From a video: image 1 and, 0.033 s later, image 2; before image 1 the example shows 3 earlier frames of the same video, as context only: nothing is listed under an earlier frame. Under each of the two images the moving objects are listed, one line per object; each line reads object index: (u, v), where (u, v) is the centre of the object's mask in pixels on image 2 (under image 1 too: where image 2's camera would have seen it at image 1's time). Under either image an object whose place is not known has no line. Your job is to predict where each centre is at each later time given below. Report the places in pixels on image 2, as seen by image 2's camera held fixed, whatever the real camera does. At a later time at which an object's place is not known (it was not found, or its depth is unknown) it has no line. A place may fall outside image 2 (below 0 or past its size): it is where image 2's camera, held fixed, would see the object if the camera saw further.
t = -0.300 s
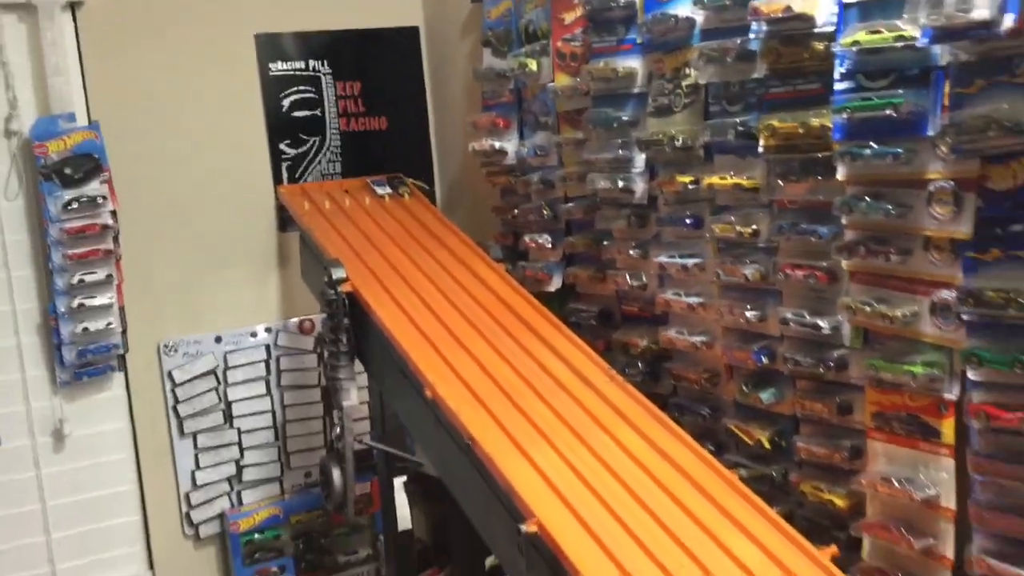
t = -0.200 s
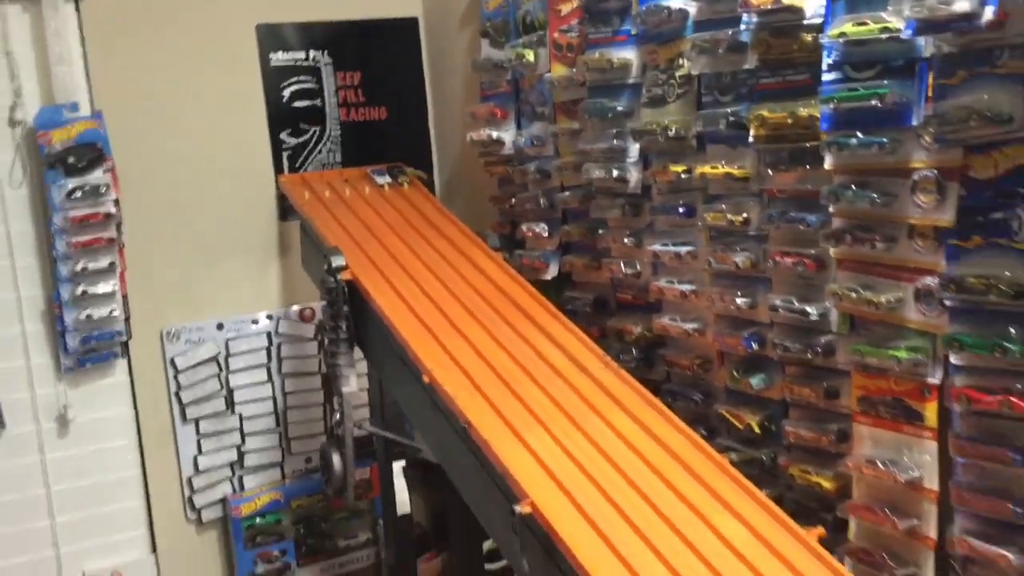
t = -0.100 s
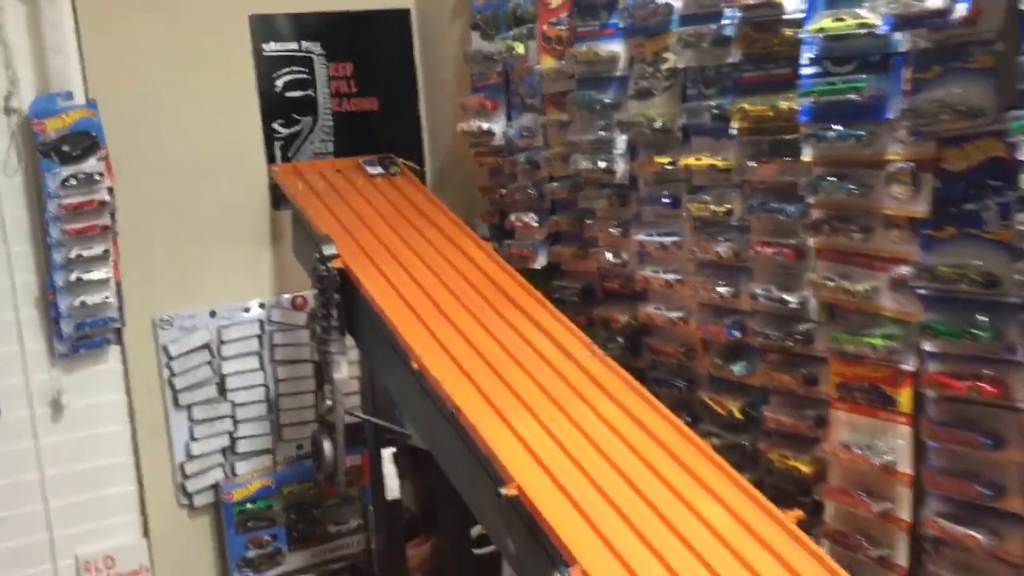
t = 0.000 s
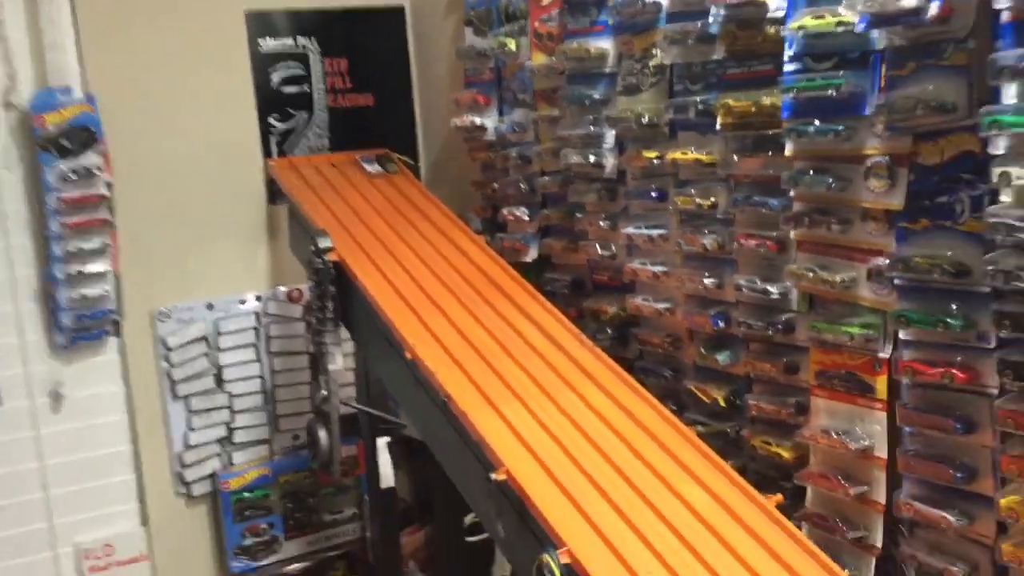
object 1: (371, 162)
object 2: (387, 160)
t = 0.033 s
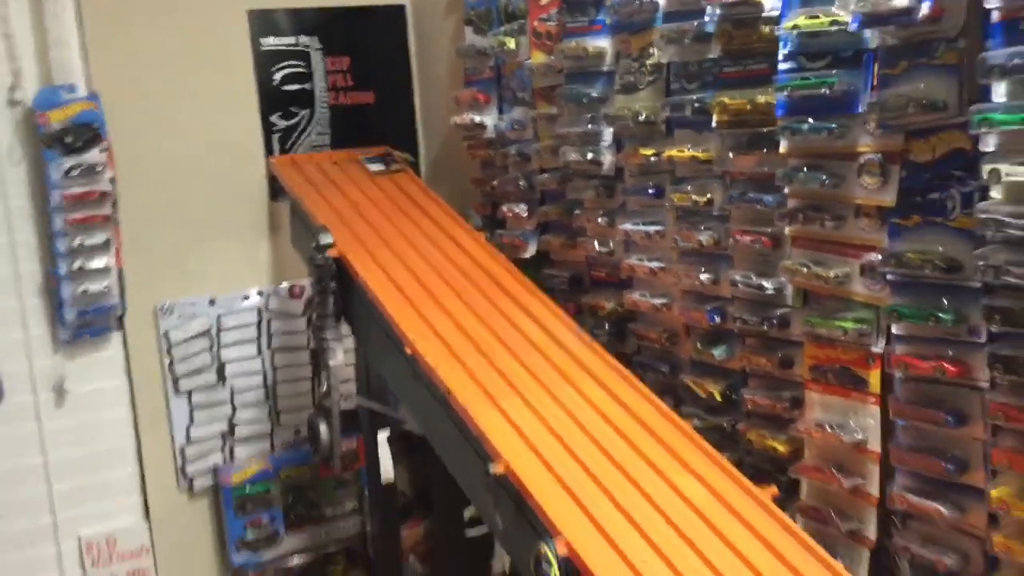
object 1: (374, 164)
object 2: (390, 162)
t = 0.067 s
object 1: (376, 166)
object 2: (393, 164)
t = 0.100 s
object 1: (380, 170)
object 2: (398, 168)
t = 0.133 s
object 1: (384, 175)
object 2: (402, 173)
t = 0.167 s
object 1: (389, 179)
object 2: (406, 177)
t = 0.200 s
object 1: (394, 185)
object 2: (411, 183)
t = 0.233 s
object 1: (400, 191)
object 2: (418, 189)
